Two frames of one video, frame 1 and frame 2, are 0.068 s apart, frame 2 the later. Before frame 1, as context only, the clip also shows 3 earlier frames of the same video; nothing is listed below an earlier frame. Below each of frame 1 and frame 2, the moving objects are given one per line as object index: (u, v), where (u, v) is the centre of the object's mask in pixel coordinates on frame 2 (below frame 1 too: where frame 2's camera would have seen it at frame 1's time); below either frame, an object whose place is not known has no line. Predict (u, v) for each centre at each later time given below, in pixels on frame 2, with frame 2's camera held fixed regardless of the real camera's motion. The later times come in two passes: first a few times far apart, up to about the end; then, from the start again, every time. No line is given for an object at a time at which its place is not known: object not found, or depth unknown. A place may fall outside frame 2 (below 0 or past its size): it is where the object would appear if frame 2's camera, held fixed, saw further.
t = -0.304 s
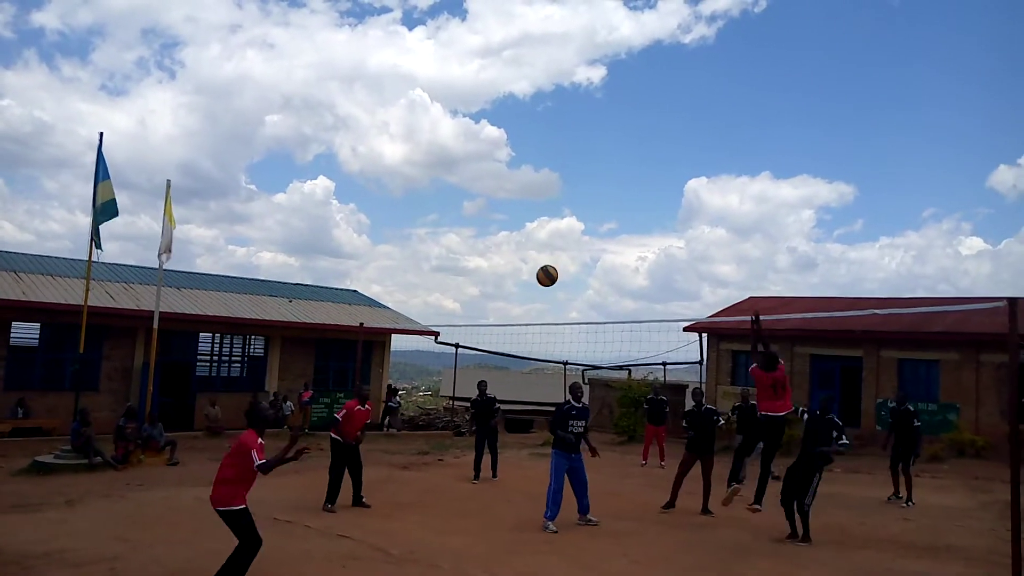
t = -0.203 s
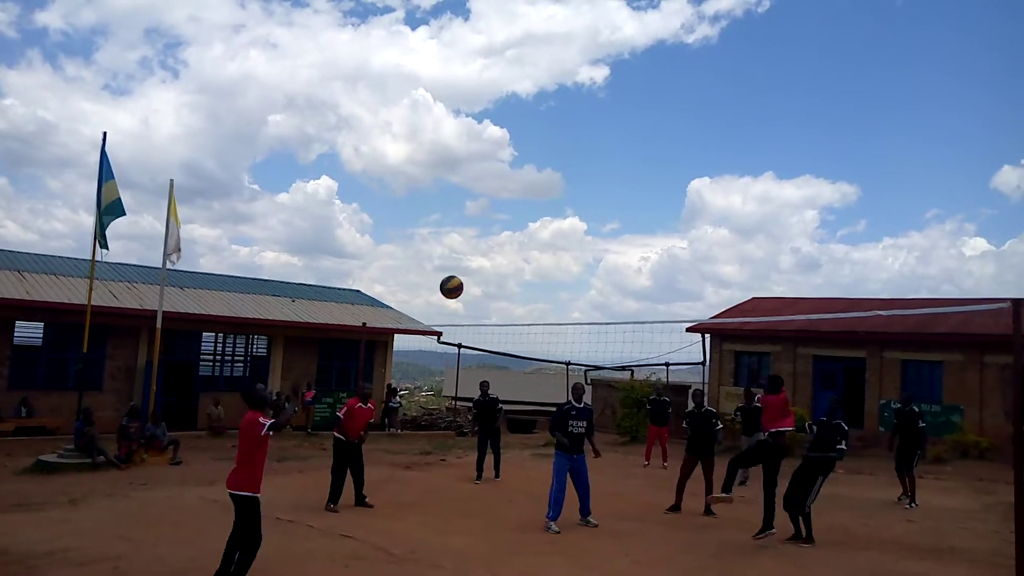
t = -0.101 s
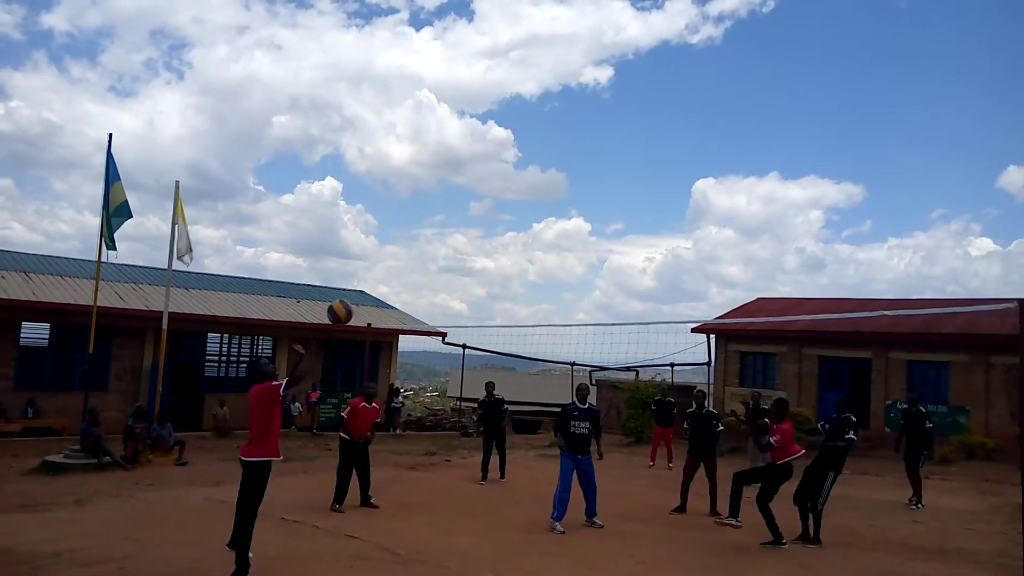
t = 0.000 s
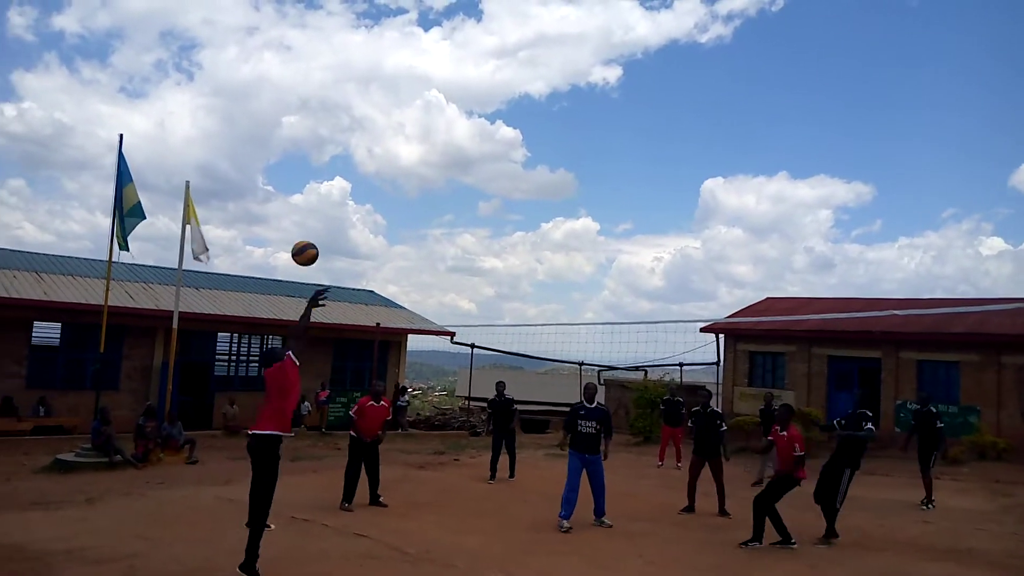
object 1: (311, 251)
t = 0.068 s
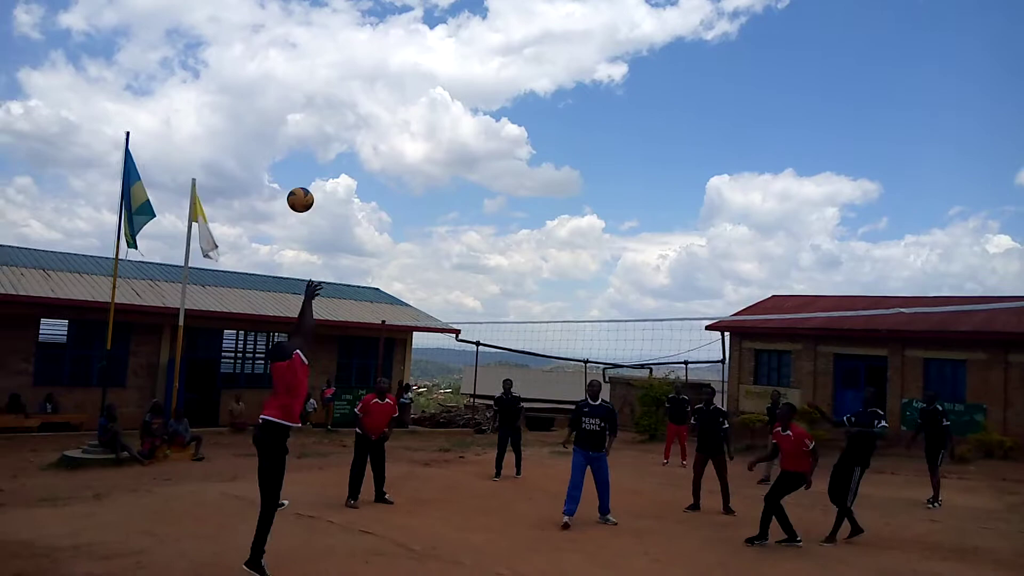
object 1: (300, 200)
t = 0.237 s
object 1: (274, 99)
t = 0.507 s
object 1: (227, 12)
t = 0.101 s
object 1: (295, 177)
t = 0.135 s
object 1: (290, 155)
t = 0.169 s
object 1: (285, 135)
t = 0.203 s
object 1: (279, 116)
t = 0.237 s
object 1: (274, 99)
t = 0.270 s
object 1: (268, 83)
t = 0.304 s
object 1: (263, 69)
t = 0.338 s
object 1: (257, 56)
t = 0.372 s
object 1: (252, 45)
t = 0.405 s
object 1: (246, 33)
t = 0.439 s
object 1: (240, 25)
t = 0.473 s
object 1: (233, 18)
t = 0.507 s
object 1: (227, 12)
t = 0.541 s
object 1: (221, 10)
